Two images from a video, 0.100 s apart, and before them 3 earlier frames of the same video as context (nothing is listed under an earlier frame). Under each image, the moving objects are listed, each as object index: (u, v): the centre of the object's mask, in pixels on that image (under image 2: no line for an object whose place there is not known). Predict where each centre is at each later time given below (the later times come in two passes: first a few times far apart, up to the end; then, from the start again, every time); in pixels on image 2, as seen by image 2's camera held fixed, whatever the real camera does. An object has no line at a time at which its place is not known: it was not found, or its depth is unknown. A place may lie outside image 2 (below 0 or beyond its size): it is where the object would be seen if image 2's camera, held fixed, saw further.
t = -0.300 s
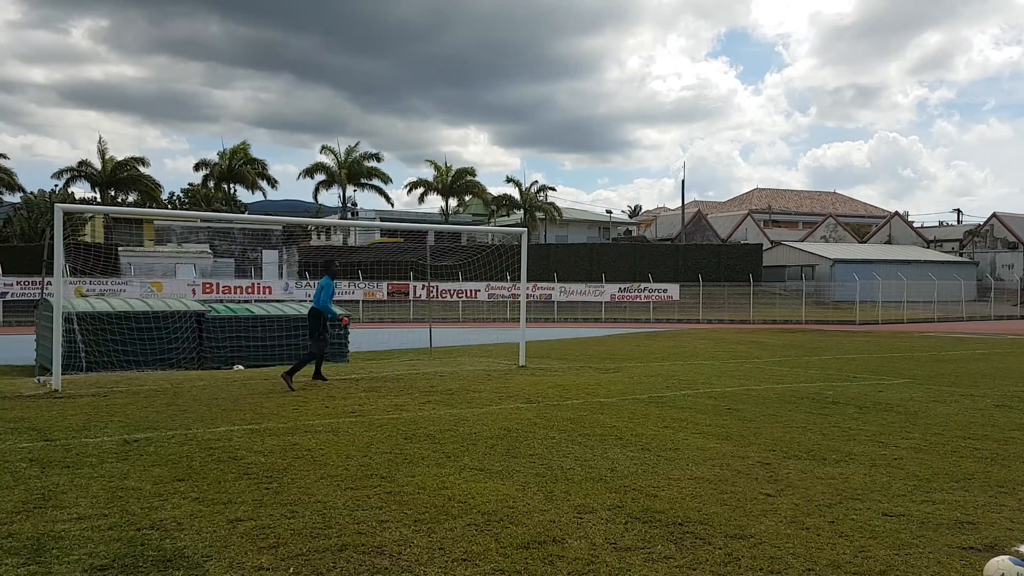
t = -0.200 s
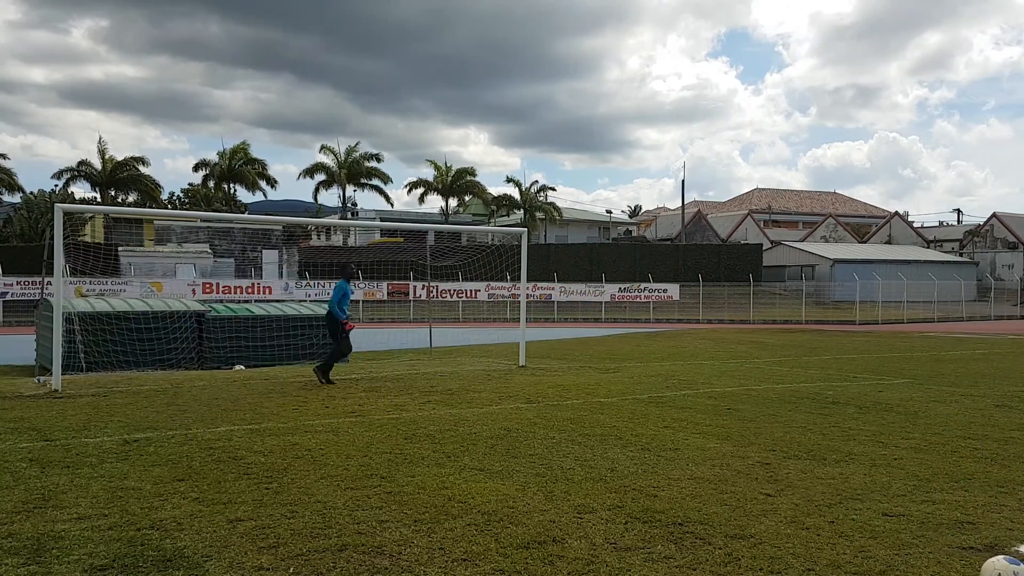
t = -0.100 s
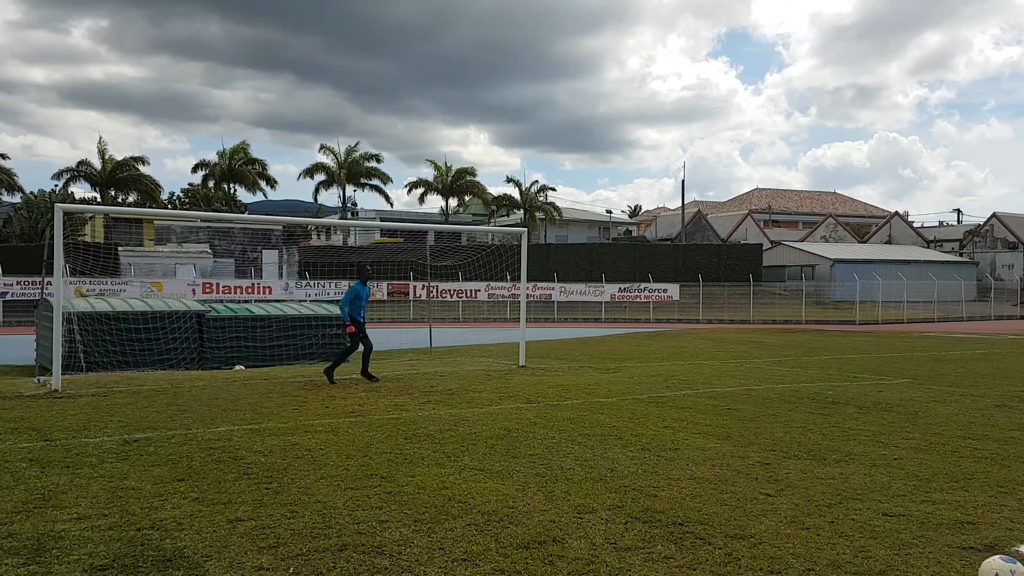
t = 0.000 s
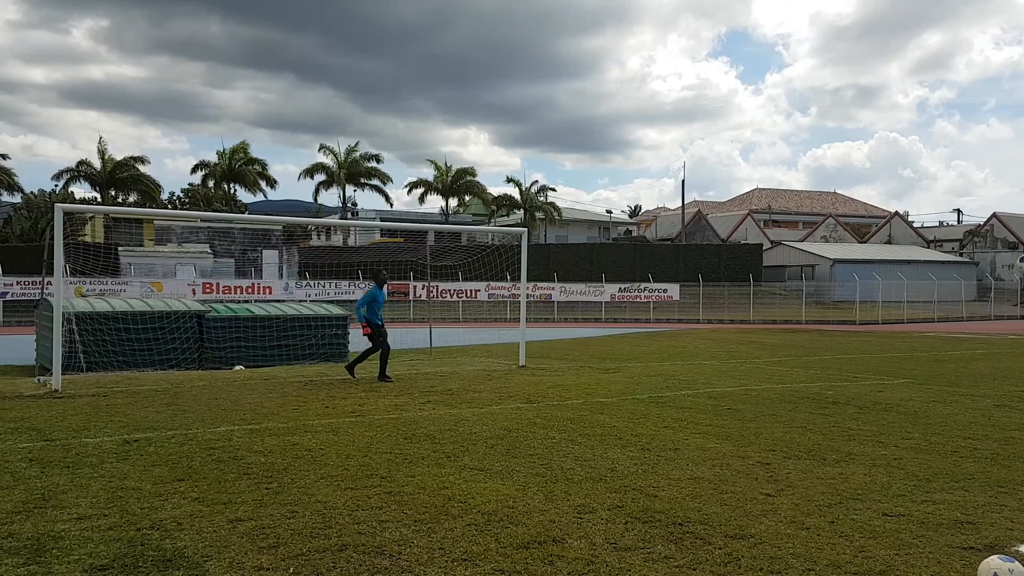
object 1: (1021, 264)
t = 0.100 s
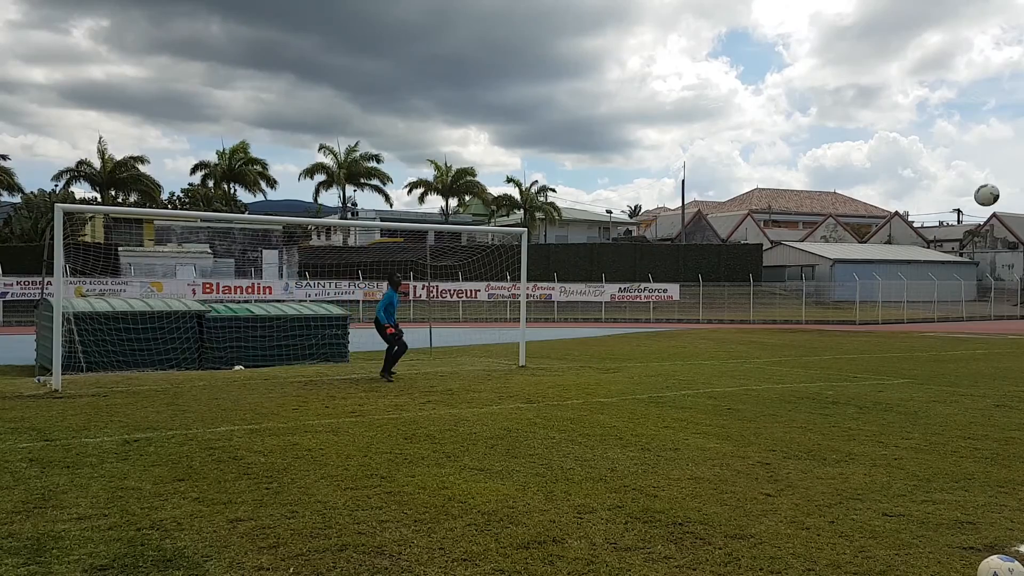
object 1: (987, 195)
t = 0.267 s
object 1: (921, 106)
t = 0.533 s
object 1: (827, 31)
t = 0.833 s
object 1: (734, 31)
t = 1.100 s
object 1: (659, 95)
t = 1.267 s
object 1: (618, 160)
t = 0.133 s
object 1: (973, 174)
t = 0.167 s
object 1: (960, 156)
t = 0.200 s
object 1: (947, 138)
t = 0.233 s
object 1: (934, 121)
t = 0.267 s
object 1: (921, 106)
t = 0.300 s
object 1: (909, 93)
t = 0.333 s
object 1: (896, 80)
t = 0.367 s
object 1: (884, 69)
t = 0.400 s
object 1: (872, 59)
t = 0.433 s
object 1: (861, 51)
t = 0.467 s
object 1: (849, 43)
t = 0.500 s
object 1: (838, 37)
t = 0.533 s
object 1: (827, 31)
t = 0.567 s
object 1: (816, 27)
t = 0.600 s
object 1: (805, 23)
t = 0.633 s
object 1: (795, 21)
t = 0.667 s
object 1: (784, 20)
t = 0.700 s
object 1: (773, 20)
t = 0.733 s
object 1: (763, 22)
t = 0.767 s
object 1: (753, 24)
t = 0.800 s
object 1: (743, 27)
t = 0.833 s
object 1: (734, 31)
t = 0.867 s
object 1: (724, 36)
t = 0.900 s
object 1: (714, 42)
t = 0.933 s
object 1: (705, 49)
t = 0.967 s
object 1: (695, 56)
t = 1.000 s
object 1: (686, 65)
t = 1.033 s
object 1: (677, 74)
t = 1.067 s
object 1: (668, 84)
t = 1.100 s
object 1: (659, 95)
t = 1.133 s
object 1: (651, 107)
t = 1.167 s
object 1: (642, 120)
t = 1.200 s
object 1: (634, 133)
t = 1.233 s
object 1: (626, 146)
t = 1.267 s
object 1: (618, 160)
